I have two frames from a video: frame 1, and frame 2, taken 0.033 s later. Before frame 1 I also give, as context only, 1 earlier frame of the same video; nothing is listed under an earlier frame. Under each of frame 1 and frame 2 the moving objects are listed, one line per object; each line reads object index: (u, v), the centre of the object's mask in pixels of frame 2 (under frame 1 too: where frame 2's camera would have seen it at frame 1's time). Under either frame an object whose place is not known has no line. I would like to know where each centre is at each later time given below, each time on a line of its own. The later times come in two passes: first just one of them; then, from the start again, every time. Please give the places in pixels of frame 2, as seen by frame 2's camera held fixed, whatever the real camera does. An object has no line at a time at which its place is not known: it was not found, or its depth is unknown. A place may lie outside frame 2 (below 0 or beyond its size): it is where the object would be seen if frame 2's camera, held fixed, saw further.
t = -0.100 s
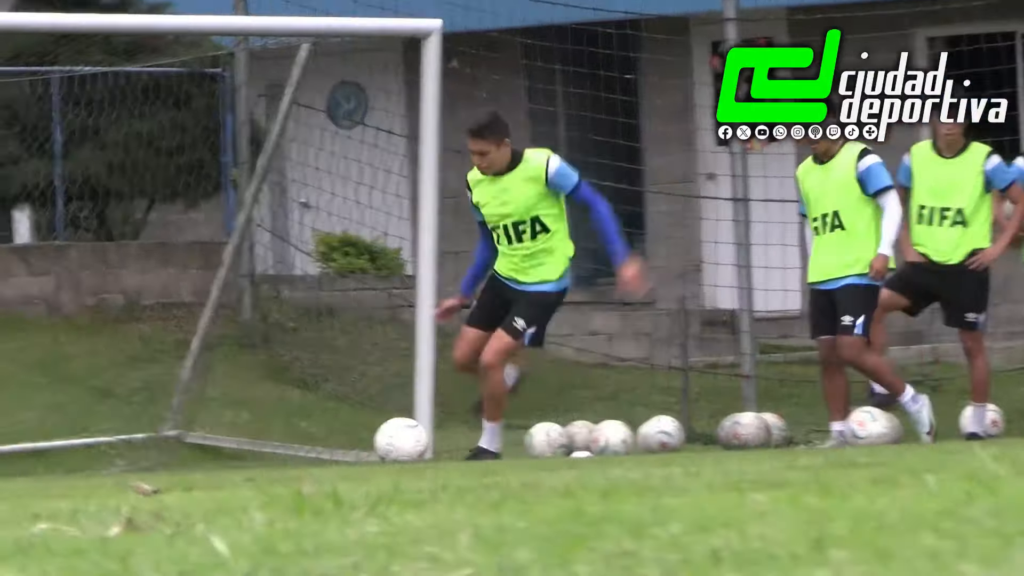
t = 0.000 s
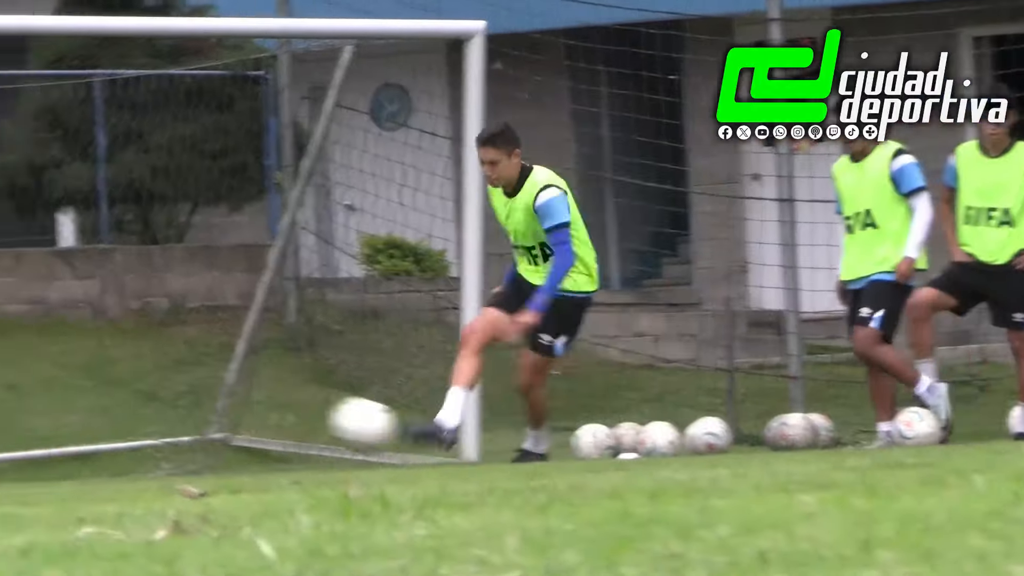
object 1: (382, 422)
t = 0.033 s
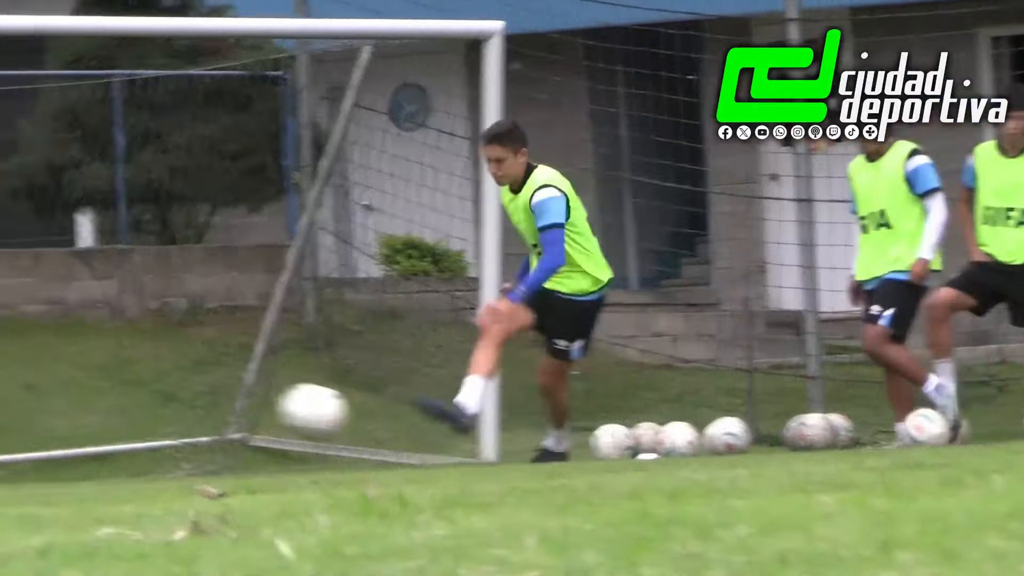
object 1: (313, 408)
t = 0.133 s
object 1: (86, 385)
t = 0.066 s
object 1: (241, 398)
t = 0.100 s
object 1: (166, 391)
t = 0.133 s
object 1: (86, 385)
